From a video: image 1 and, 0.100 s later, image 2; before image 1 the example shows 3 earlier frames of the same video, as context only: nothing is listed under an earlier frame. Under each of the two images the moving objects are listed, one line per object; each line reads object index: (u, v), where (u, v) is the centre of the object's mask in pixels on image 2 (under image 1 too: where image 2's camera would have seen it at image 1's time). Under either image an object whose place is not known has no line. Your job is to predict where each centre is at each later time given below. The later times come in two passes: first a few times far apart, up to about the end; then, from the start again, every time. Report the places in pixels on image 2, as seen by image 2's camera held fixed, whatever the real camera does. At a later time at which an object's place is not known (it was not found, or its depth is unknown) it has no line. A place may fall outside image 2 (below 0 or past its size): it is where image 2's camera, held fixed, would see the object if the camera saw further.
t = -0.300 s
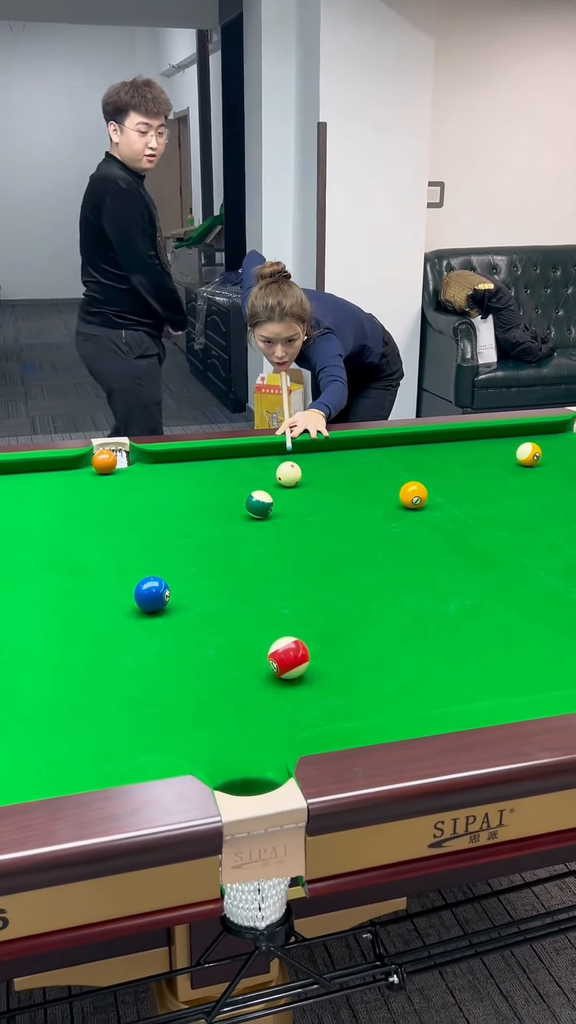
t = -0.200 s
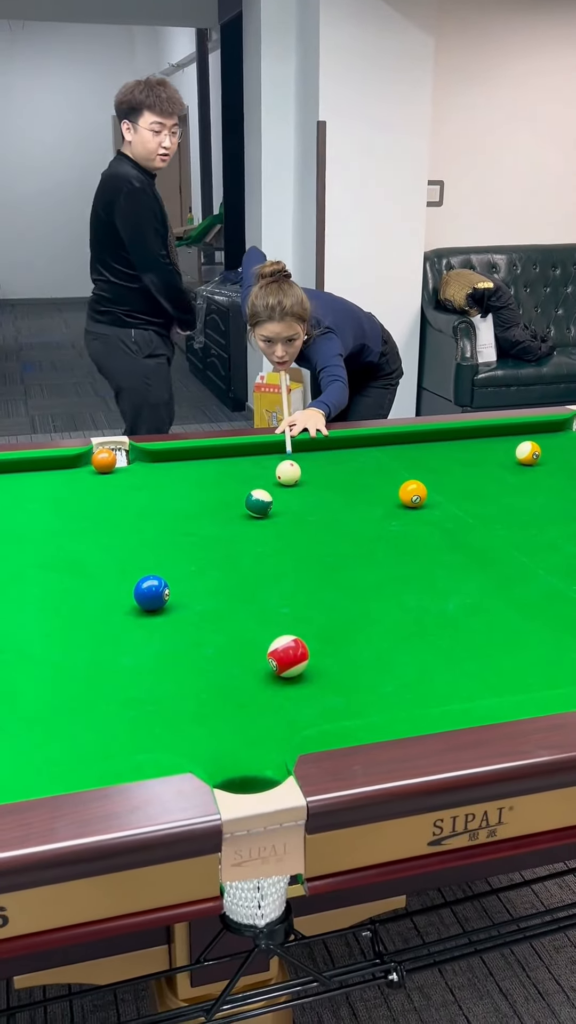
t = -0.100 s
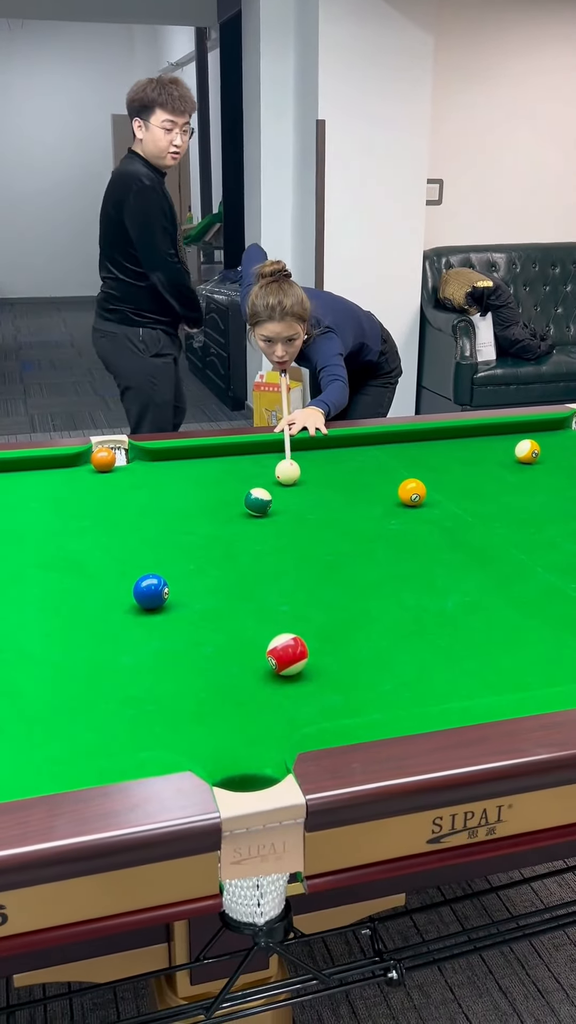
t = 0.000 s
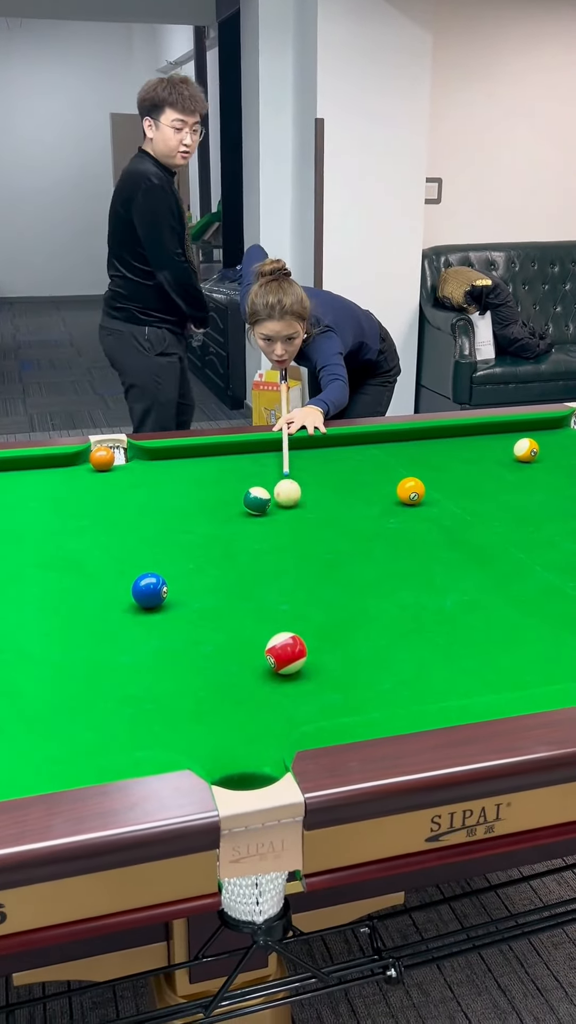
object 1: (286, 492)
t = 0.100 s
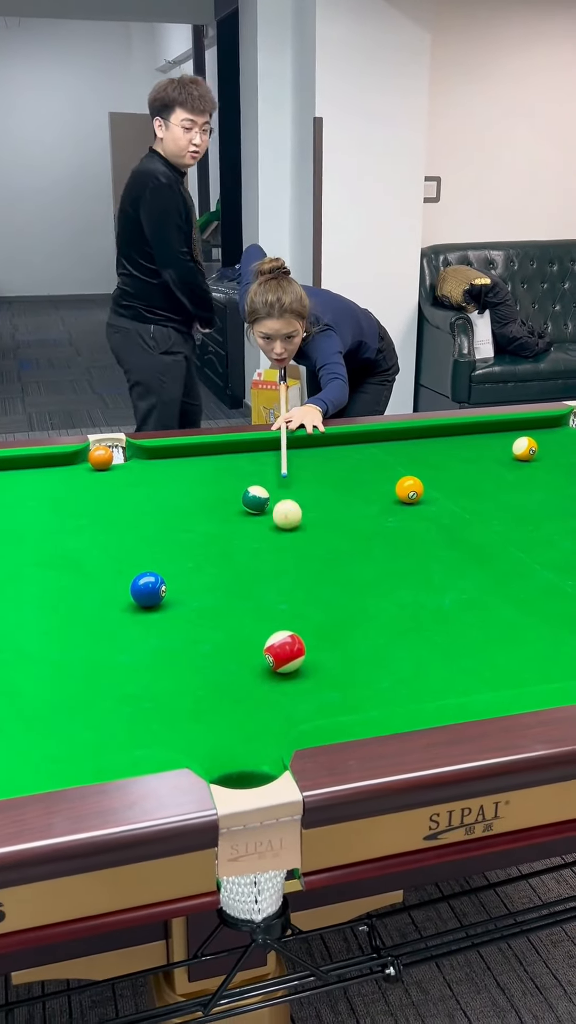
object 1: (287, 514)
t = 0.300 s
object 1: (290, 568)
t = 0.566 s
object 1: (311, 637)
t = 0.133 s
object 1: (288, 522)
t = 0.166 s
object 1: (288, 530)
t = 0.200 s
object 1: (288, 539)
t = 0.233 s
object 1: (289, 548)
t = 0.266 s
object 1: (289, 558)
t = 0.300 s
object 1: (290, 568)
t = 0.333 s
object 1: (291, 578)
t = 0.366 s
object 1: (291, 589)
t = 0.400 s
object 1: (292, 601)
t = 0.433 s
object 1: (293, 613)
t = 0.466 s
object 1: (295, 622)
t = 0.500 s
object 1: (299, 631)
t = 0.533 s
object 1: (304, 635)
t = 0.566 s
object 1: (311, 637)
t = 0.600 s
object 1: (317, 640)
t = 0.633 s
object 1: (323, 644)
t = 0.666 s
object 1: (329, 648)
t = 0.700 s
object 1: (335, 652)
